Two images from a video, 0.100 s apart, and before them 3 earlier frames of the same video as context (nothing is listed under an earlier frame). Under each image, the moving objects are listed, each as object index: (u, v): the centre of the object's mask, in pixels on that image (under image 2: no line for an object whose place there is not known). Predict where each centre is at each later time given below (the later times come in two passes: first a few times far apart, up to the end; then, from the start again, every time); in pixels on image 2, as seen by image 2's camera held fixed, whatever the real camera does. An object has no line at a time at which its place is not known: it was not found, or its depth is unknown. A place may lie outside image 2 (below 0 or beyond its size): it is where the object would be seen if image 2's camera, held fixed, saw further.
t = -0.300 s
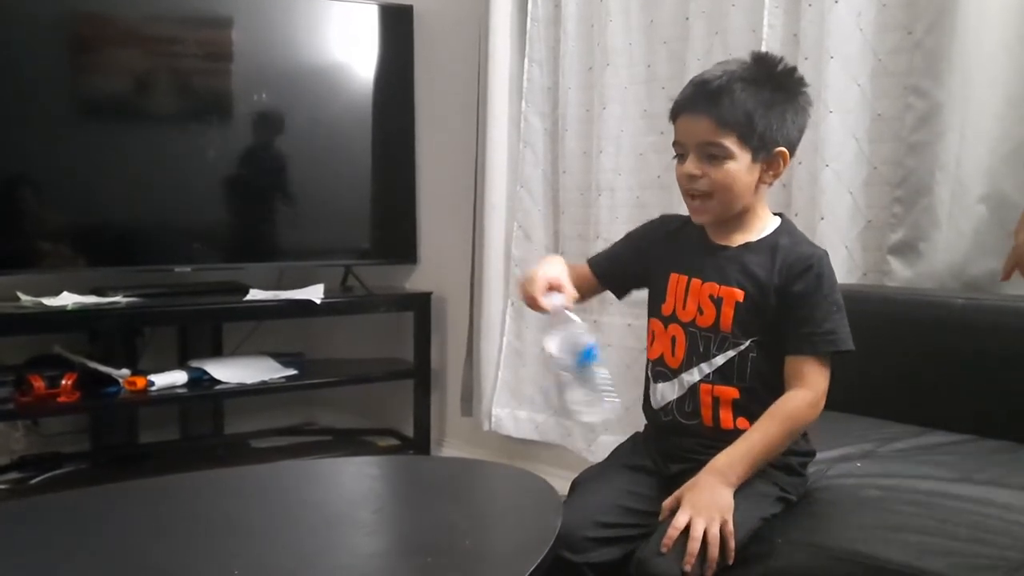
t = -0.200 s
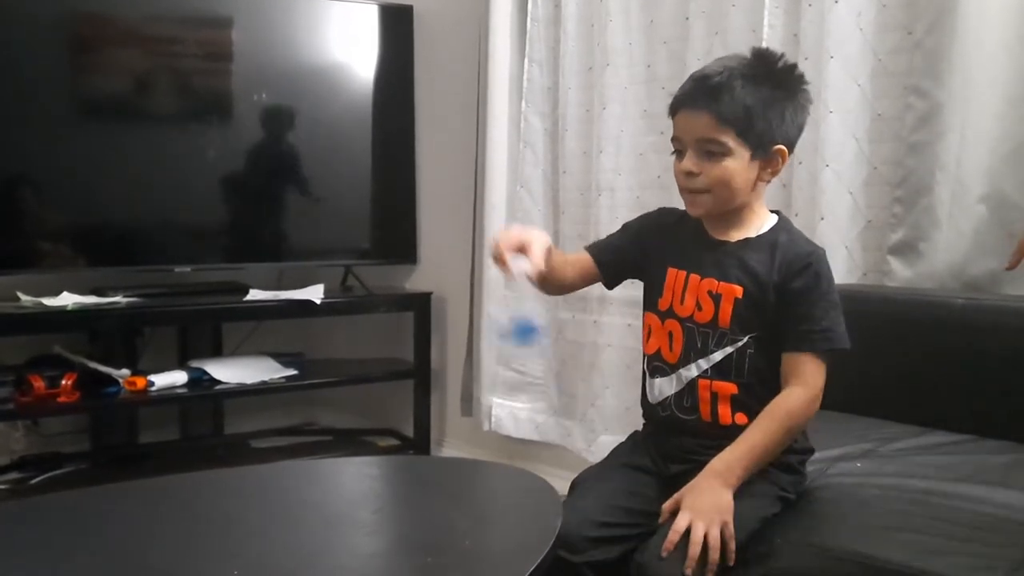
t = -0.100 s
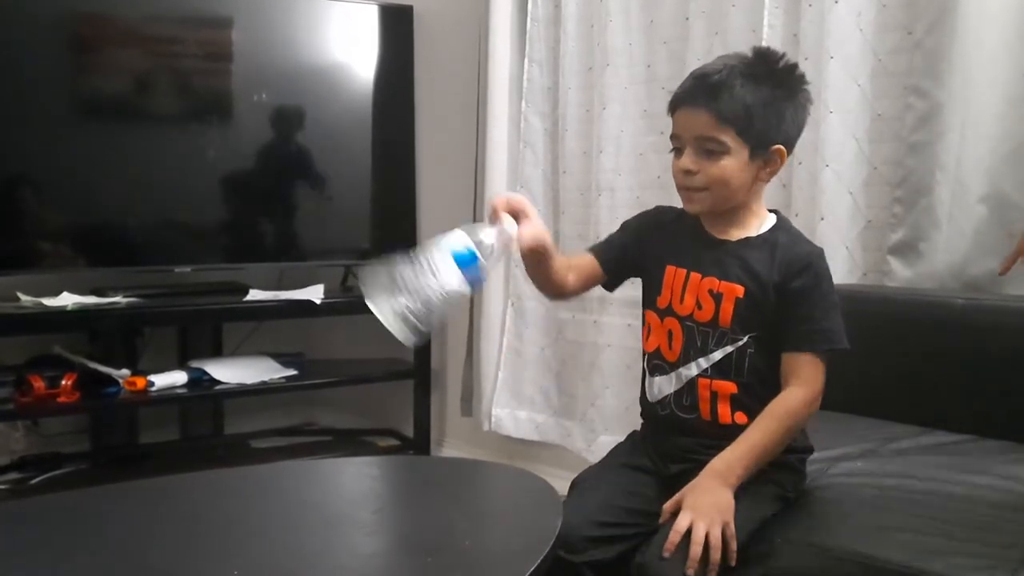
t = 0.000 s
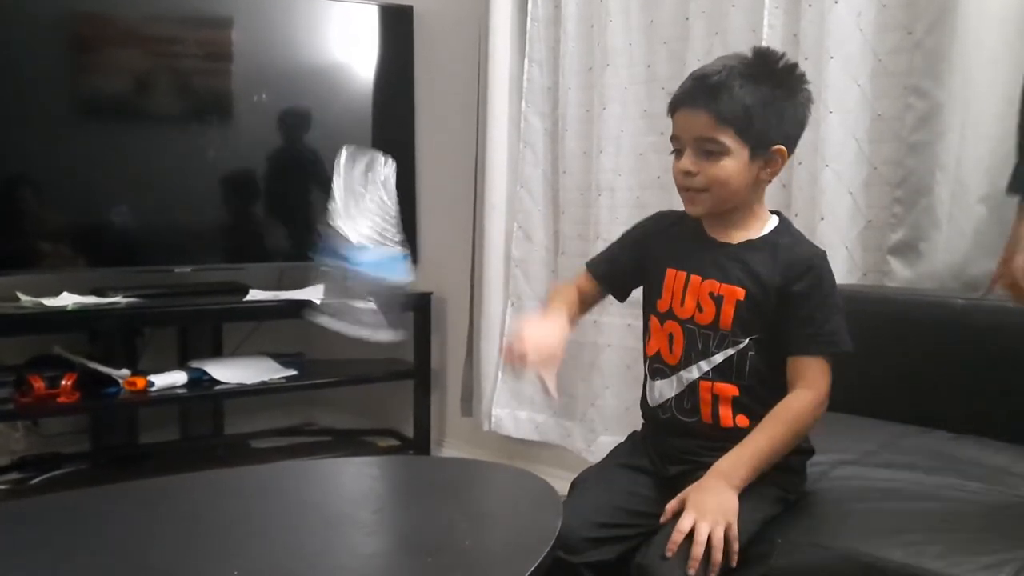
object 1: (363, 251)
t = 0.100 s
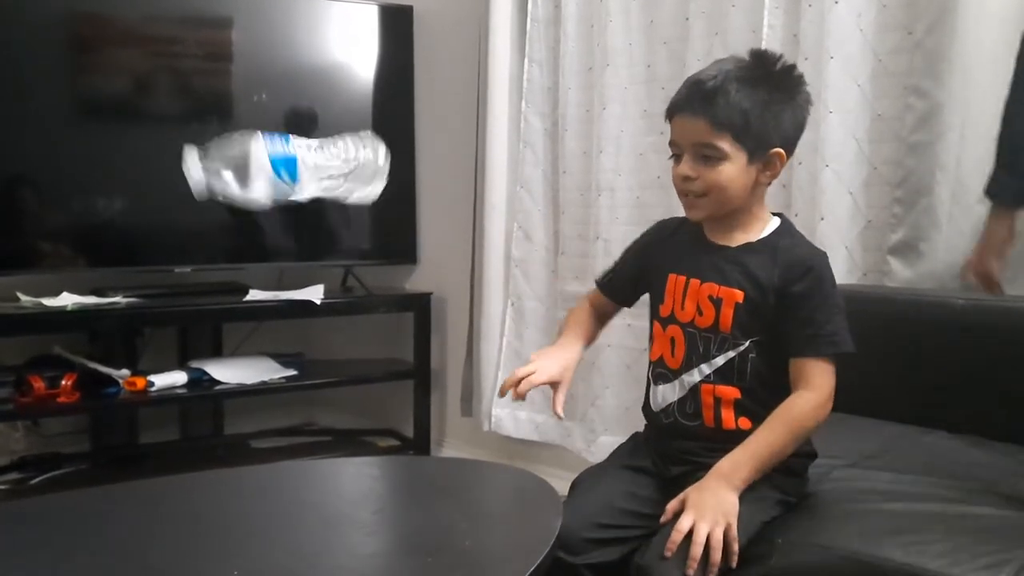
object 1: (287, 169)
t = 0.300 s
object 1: (244, 406)
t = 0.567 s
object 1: (211, 478)
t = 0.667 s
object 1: (207, 480)
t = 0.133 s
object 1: (288, 172)
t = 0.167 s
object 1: (281, 190)
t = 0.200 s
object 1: (271, 220)
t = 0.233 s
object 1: (262, 266)
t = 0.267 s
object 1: (253, 329)
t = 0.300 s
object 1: (244, 406)
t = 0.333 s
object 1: (235, 464)
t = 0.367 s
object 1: (236, 473)
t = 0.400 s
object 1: (231, 473)
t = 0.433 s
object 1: (225, 475)
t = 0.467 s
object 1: (220, 476)
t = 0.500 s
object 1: (215, 477)
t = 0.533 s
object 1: (212, 478)
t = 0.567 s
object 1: (211, 478)
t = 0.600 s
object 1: (209, 479)
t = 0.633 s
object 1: (208, 480)
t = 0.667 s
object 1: (207, 480)
